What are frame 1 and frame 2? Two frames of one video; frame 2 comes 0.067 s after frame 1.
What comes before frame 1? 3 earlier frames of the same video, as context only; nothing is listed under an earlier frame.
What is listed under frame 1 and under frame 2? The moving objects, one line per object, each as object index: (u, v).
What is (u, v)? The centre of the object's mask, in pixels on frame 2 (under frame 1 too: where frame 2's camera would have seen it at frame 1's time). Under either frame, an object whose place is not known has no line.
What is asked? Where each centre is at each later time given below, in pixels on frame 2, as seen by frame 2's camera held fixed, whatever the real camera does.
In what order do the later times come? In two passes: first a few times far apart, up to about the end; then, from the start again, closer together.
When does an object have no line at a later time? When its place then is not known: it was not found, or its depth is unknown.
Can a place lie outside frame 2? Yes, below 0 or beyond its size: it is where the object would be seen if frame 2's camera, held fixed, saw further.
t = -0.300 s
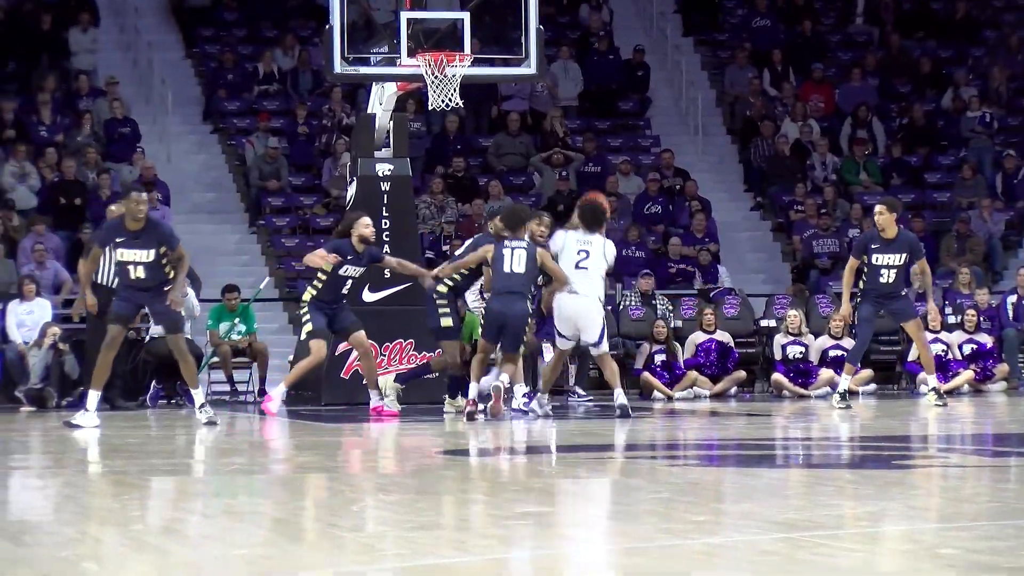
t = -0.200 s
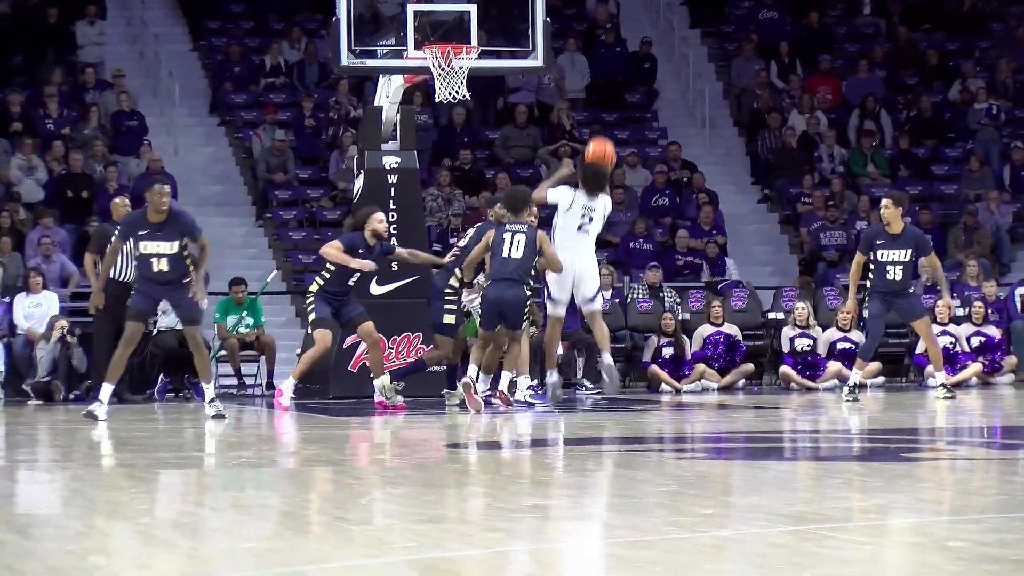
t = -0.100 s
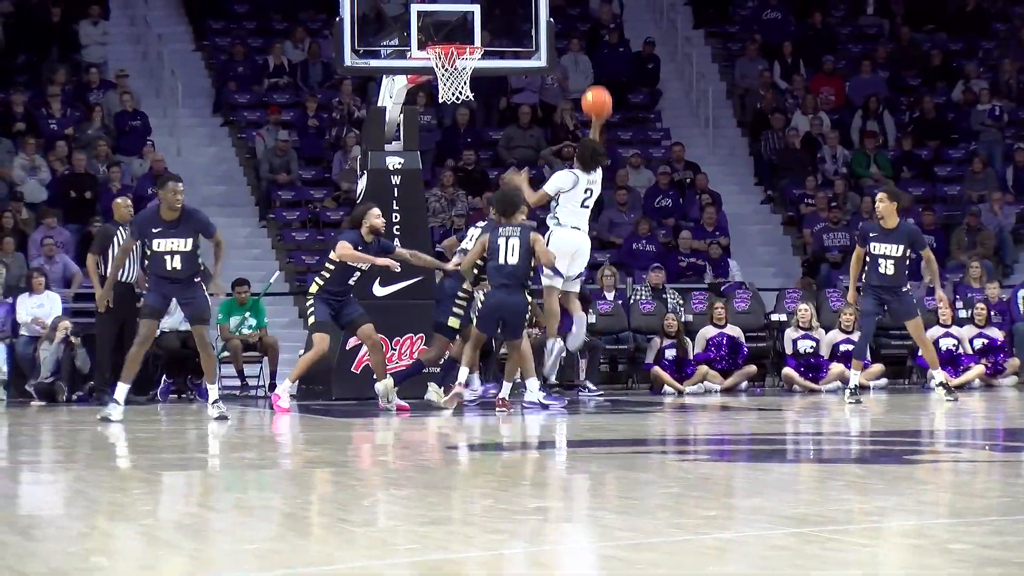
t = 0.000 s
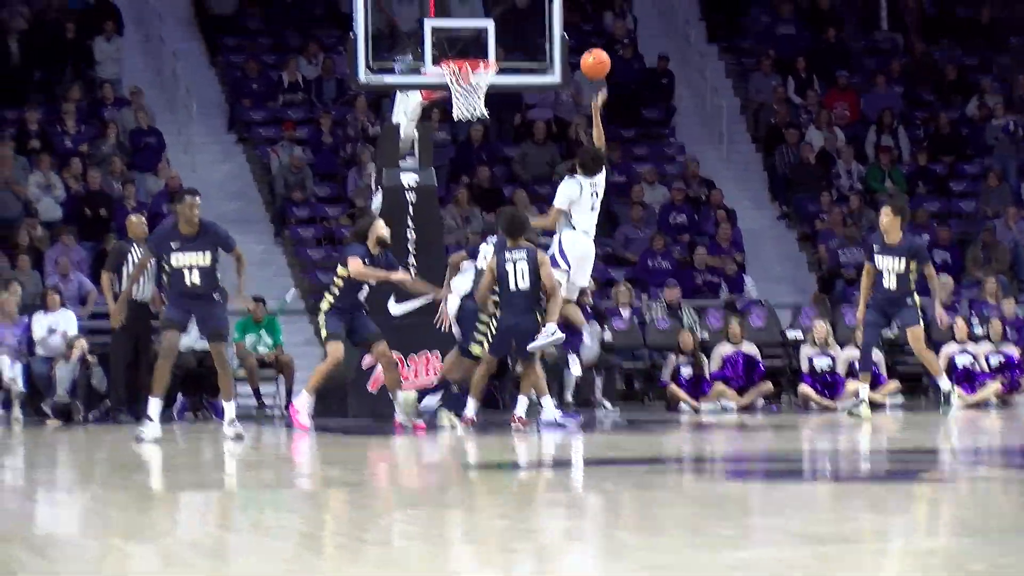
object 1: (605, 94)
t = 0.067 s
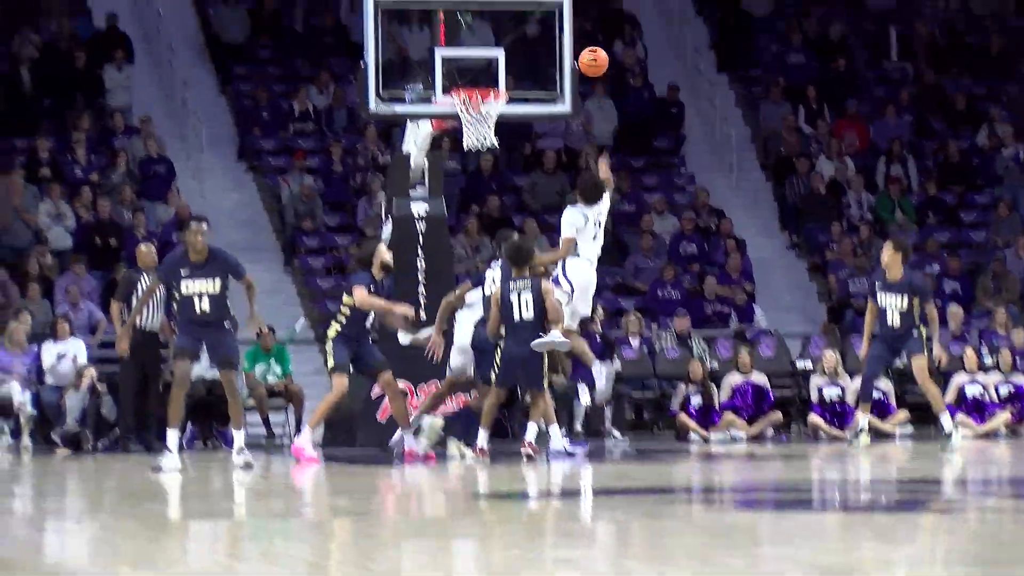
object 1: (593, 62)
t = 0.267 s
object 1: (560, 0)
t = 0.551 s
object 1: (514, 2)
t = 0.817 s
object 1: (488, 72)
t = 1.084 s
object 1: (477, 117)
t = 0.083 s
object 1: (590, 55)
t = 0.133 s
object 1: (582, 36)
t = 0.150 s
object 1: (579, 30)
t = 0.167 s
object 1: (576, 25)
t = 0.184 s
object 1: (574, 20)
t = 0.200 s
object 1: (571, 15)
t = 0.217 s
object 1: (568, 10)
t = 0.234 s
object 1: (565, 7)
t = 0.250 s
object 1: (562, 3)
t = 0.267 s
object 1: (560, 0)
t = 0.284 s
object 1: (557, -2)
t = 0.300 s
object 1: (554, -5)
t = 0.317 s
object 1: (551, -6)
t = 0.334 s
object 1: (549, -7)
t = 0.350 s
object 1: (546, -9)
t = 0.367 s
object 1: (543, -10)
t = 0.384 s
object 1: (541, -10)
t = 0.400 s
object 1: (538, -10)
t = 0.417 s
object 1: (535, -11)
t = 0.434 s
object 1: (532, -10)
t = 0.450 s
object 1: (530, -10)
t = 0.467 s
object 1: (527, -9)
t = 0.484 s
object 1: (524, -7)
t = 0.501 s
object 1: (522, -5)
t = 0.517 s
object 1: (519, -3)
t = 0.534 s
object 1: (517, -1)
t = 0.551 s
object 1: (514, 2)
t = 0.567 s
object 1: (511, 5)
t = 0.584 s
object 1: (508, 9)
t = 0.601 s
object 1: (506, 12)
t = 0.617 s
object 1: (503, 16)
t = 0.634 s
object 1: (501, 20)
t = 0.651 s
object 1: (498, 24)
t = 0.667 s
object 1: (496, 28)
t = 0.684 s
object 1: (493, 34)
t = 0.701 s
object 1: (491, 38)
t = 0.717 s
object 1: (489, 44)
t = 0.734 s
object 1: (486, 51)
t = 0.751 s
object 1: (485, 56)
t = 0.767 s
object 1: (486, 59)
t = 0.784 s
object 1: (486, 63)
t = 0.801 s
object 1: (487, 68)
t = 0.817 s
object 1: (488, 72)
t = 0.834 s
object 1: (489, 76)
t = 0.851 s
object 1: (489, 80)
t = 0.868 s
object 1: (490, 83)
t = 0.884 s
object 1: (489, 88)
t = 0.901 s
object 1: (487, 89)
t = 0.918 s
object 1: (482, 87)
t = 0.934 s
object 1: (480, 91)
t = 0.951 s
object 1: (473, 89)
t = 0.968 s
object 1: (468, 90)
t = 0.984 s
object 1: (466, 100)
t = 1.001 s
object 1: (468, 102)
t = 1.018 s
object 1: (465, 105)
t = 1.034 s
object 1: (468, 106)
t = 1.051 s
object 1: (471, 105)
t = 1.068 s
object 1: (474, 109)
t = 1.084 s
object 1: (477, 117)
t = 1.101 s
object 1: (476, 116)
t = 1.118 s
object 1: (473, 119)
